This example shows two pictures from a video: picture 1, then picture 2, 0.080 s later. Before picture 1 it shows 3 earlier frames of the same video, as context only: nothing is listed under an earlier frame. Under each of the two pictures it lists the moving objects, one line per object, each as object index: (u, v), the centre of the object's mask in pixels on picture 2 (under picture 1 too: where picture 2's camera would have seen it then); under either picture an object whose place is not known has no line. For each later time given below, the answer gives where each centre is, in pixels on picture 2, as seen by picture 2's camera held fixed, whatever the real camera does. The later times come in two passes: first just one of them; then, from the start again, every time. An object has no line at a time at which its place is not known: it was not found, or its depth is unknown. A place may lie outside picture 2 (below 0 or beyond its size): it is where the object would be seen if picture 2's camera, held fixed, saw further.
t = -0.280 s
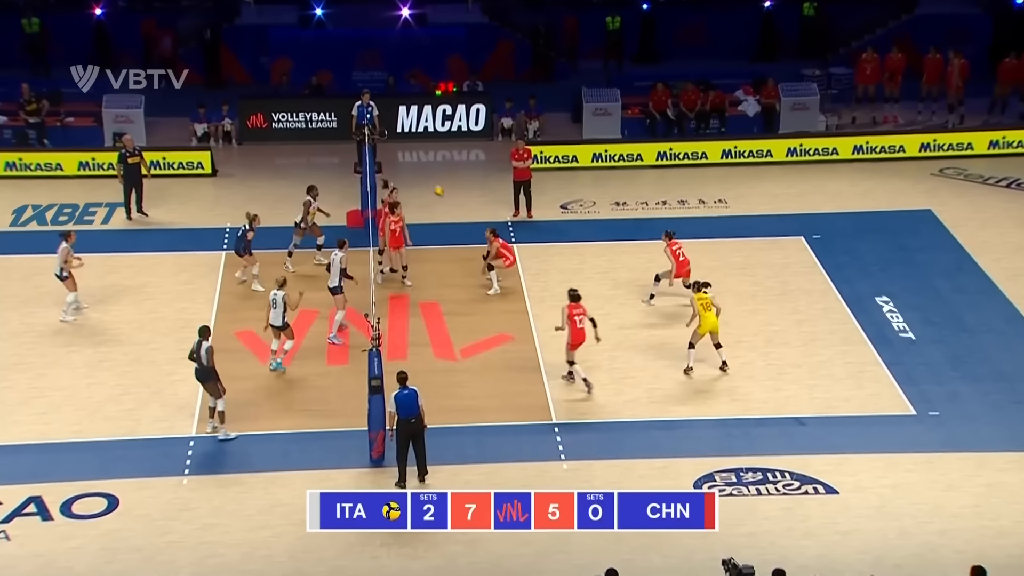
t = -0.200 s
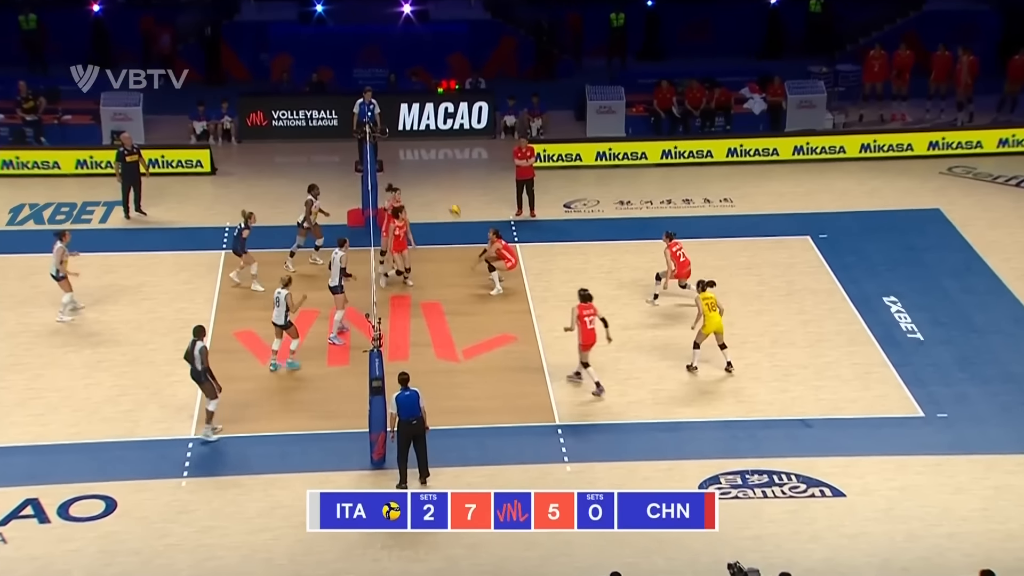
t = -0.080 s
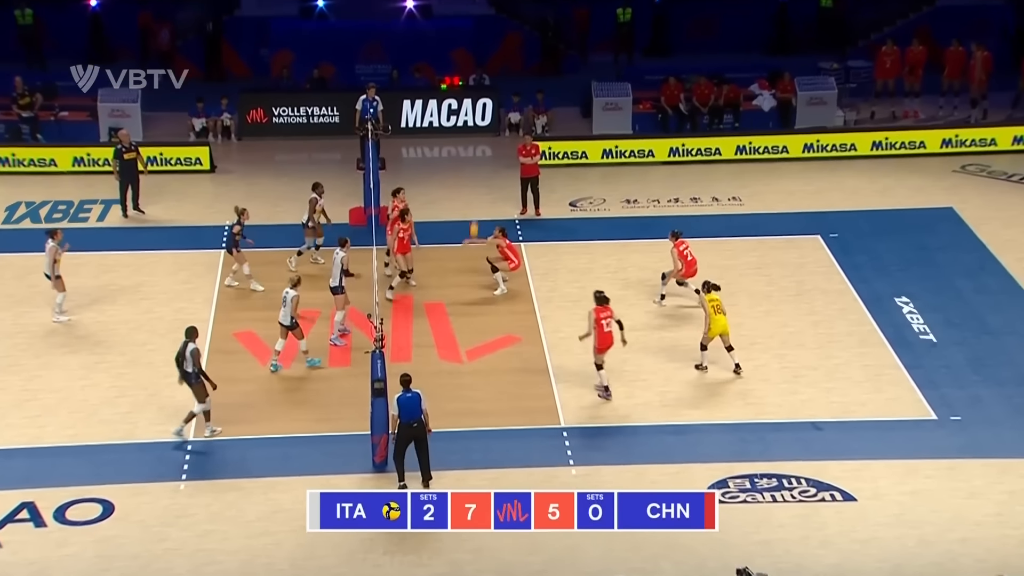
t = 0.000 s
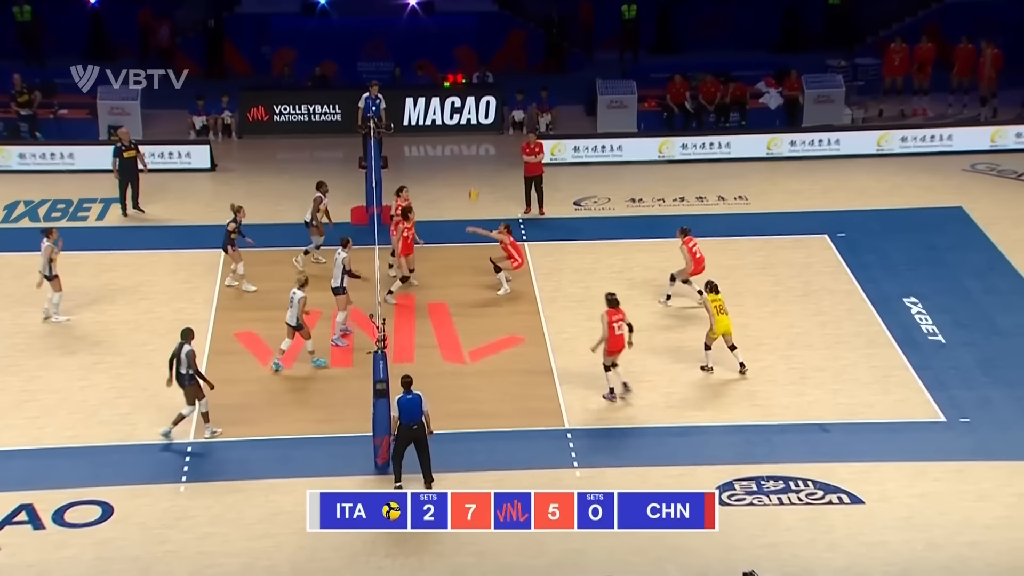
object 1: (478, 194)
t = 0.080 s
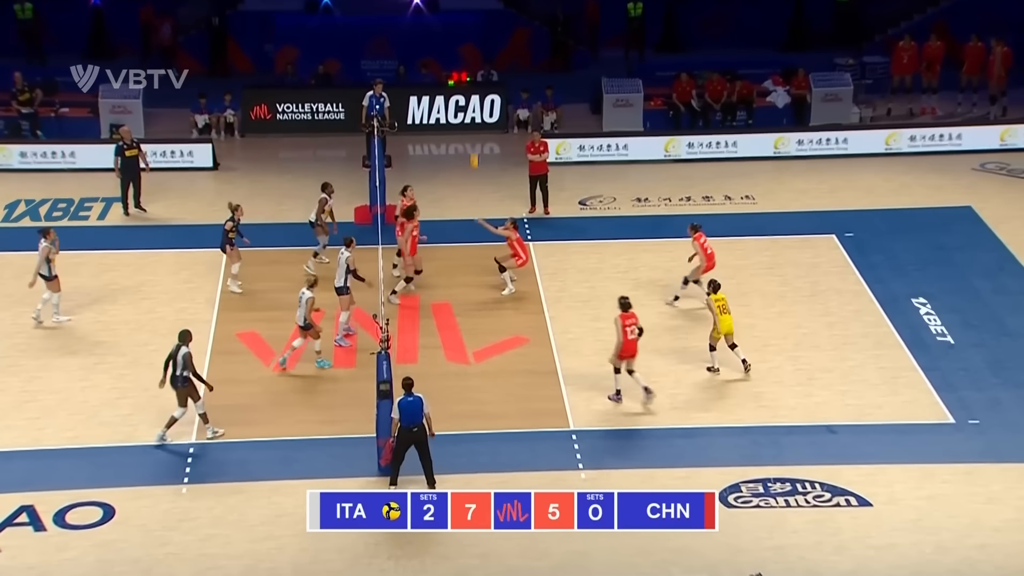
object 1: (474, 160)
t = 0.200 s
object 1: (470, 118)
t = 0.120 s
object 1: (473, 145)
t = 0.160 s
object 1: (472, 130)
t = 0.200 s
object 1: (470, 118)
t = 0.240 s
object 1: (467, 105)
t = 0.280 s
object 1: (466, 92)
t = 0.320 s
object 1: (464, 83)
